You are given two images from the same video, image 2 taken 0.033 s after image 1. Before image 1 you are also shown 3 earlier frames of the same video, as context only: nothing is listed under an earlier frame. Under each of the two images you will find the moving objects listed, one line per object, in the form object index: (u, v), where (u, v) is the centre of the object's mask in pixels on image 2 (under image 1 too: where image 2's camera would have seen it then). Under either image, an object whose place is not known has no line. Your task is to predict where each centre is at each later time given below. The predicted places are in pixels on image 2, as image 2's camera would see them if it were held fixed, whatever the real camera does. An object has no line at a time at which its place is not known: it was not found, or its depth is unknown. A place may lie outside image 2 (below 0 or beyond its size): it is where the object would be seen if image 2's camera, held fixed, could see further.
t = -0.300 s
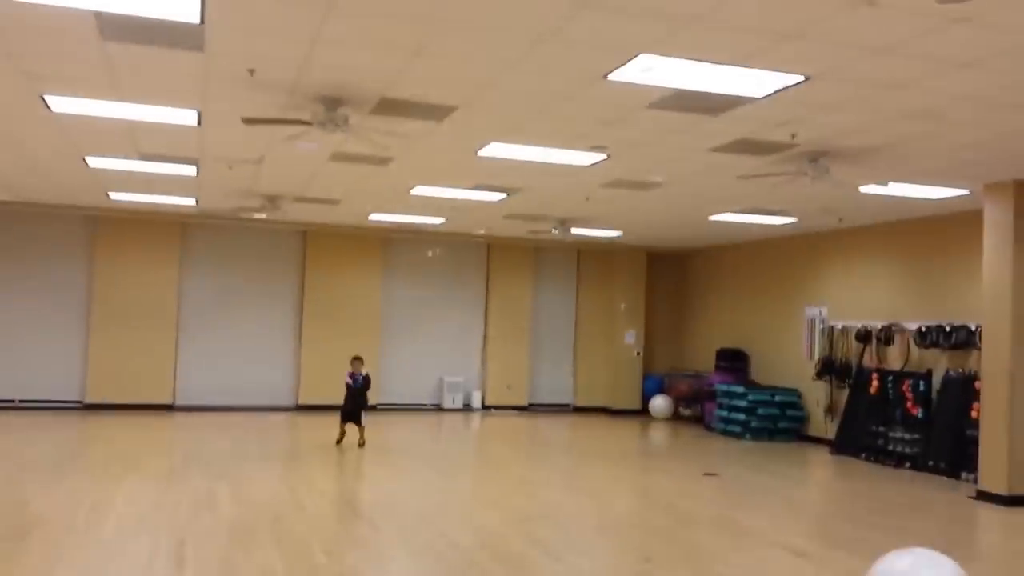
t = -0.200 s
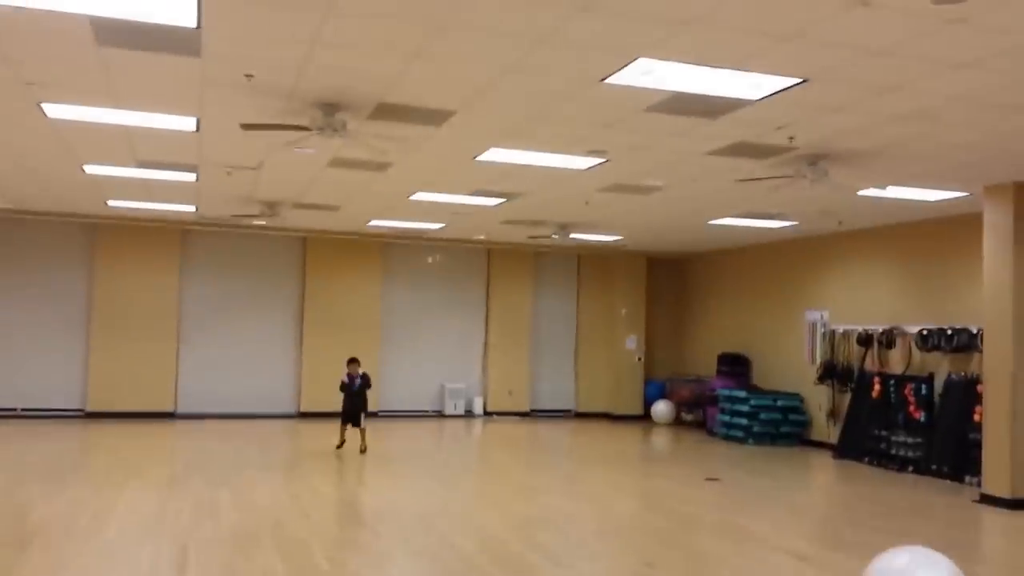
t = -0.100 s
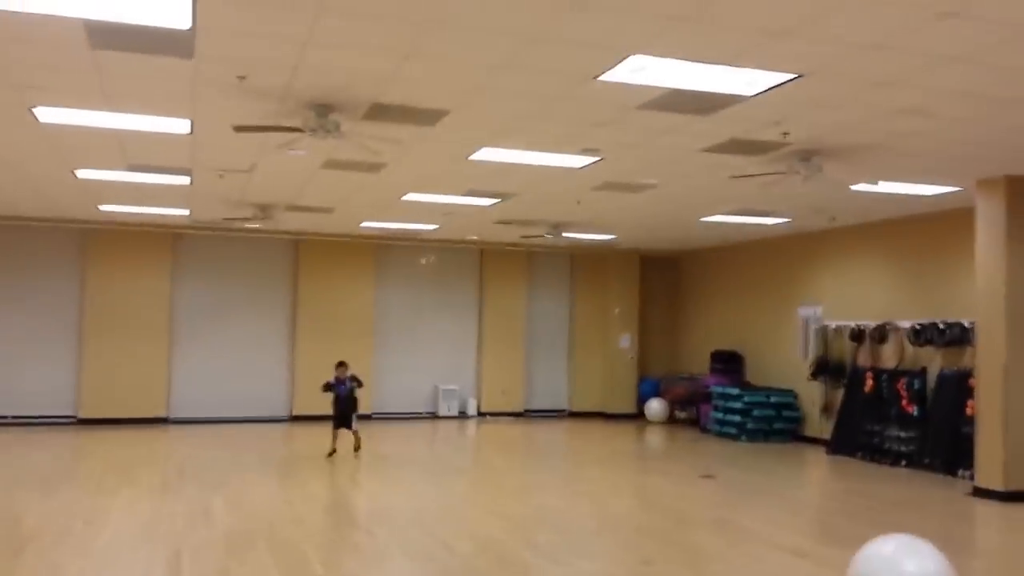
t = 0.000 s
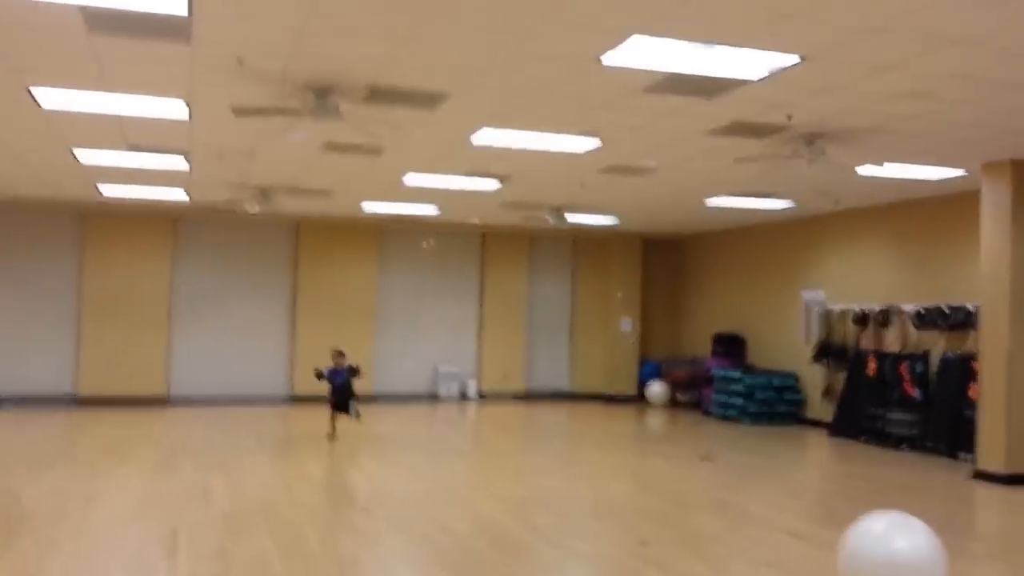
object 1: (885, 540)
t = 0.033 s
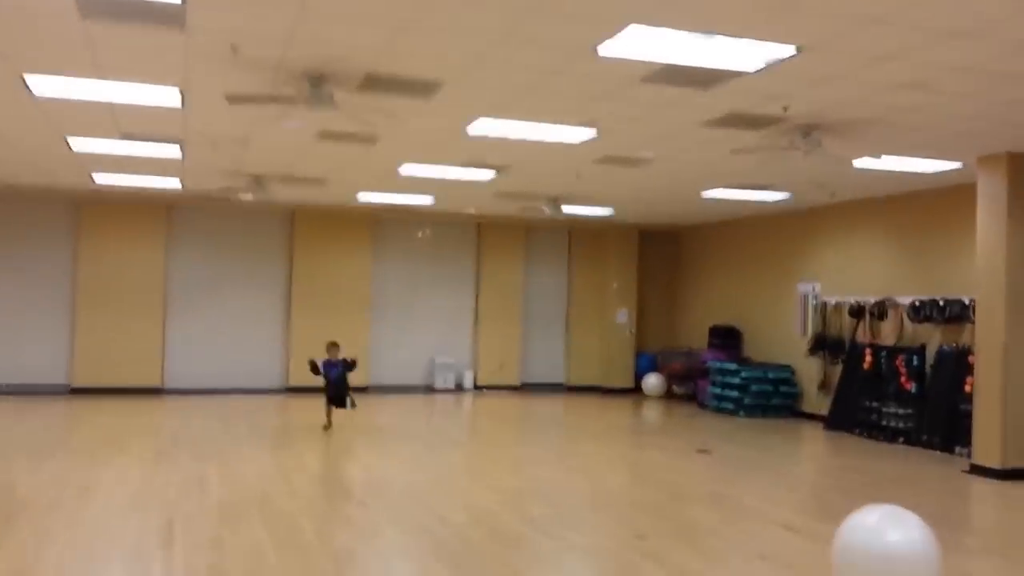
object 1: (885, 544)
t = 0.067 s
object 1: (882, 544)
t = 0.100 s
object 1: (882, 543)
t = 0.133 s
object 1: (879, 546)
